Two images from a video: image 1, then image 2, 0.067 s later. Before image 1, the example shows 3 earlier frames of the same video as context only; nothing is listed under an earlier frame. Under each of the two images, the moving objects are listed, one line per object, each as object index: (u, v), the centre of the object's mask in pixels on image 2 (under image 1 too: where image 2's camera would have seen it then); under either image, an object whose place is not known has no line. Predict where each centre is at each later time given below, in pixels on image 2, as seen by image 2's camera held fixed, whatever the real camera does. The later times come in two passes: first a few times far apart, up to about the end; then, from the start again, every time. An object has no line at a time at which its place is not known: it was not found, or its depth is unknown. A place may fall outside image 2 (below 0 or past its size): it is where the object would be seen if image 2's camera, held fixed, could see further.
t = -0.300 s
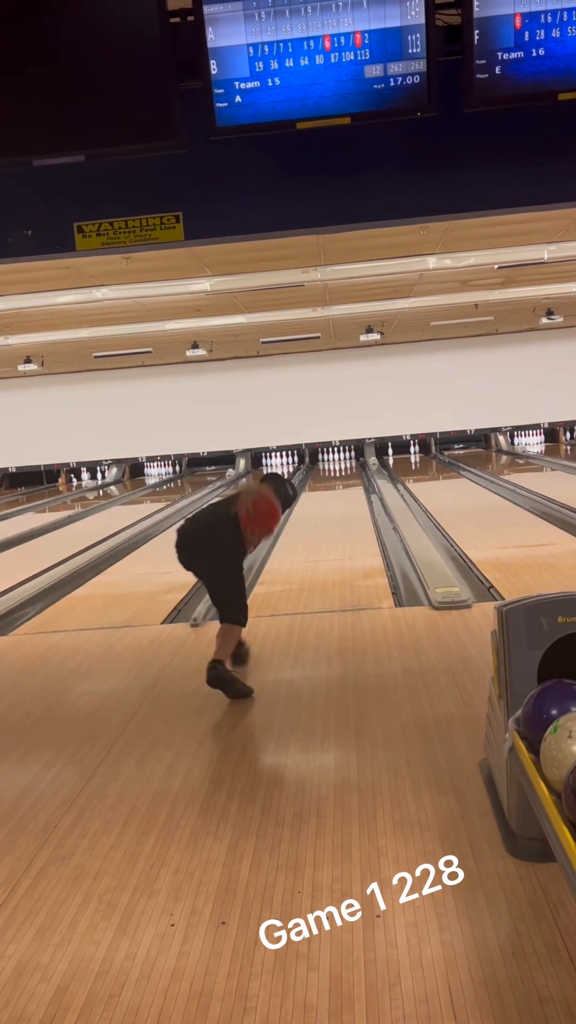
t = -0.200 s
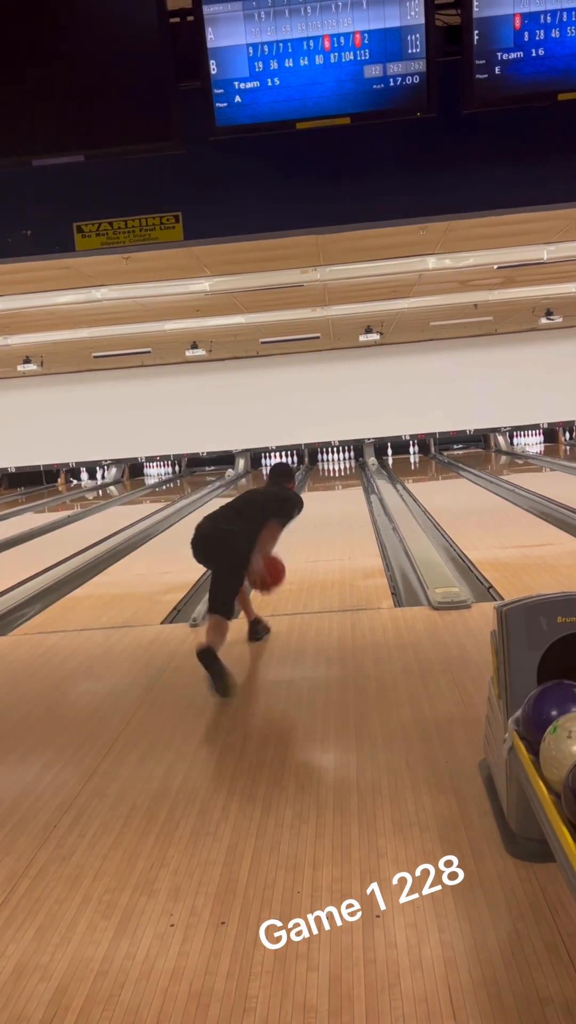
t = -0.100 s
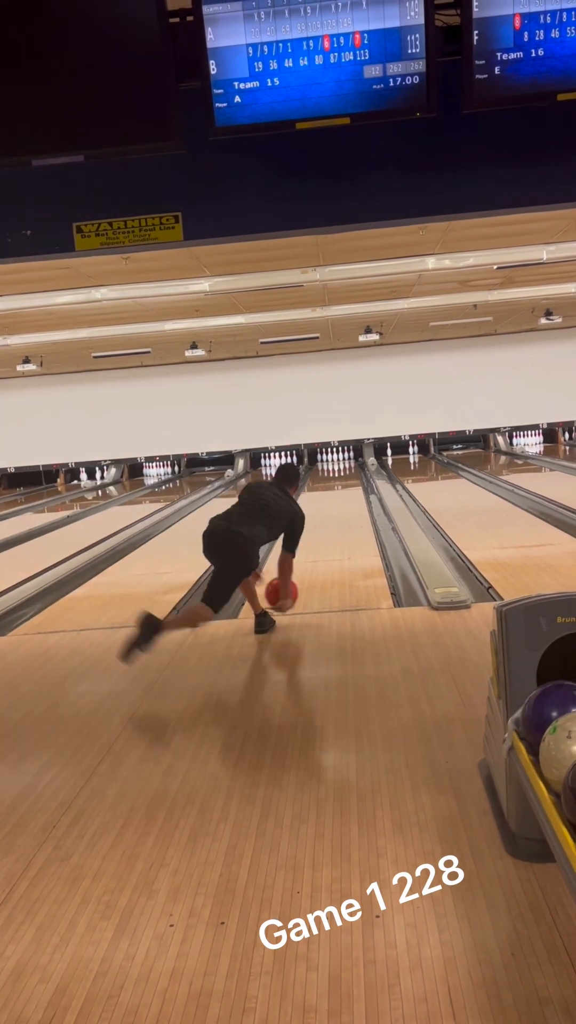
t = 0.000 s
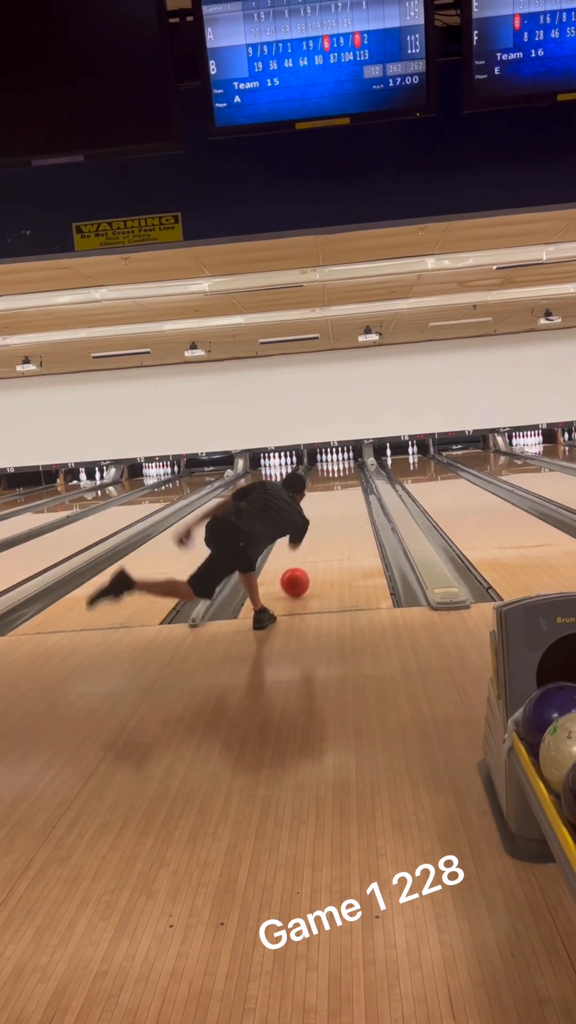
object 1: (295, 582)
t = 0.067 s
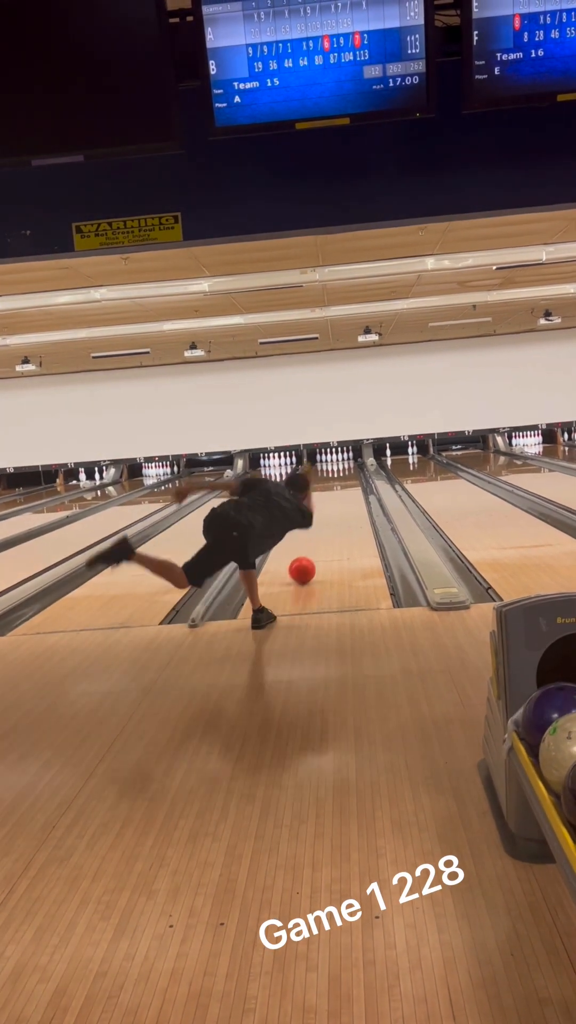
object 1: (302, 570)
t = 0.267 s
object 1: (318, 540)
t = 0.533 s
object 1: (331, 515)
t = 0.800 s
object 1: (340, 497)
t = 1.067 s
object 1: (345, 485)
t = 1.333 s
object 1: (348, 477)
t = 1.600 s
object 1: (349, 469)
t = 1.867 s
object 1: (347, 464)
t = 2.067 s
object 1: (341, 461)
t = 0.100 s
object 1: (305, 564)
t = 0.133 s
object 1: (308, 559)
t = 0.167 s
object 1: (311, 554)
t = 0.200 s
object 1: (313, 549)
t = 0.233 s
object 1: (316, 545)
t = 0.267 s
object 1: (318, 540)
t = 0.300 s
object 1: (320, 536)
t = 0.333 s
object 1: (322, 533)
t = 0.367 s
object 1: (324, 529)
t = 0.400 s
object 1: (326, 526)
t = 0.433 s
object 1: (327, 523)
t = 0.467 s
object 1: (329, 520)
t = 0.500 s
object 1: (332, 518)
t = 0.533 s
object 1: (331, 515)
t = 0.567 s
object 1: (333, 512)
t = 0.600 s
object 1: (334, 510)
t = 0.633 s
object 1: (335, 507)
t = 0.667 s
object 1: (336, 505)
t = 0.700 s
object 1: (337, 503)
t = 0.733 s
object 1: (338, 501)
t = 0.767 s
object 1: (339, 499)
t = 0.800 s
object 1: (340, 497)
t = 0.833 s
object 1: (341, 496)
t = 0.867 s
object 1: (341, 494)
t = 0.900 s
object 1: (342, 492)
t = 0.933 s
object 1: (343, 491)
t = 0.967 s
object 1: (343, 489)
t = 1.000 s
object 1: (344, 488)
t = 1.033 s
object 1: (345, 487)
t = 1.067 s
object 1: (345, 485)
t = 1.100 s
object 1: (346, 484)
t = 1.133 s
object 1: (346, 483)
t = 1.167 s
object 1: (347, 482)
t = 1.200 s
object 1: (347, 481)
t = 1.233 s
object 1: (347, 480)
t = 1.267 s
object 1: (348, 478)
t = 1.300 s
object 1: (348, 477)
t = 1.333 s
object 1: (348, 477)
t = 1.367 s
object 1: (349, 475)
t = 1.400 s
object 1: (349, 474)
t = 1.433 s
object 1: (349, 473)
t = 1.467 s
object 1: (349, 473)
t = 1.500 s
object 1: (349, 471)
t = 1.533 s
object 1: (349, 471)
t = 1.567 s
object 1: (349, 470)
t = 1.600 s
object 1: (349, 469)
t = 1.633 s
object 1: (349, 468)
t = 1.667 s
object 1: (349, 468)
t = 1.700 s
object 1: (349, 467)
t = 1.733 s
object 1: (349, 466)
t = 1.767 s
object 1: (348, 466)
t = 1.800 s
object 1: (348, 465)
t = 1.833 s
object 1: (347, 465)
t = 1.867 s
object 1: (347, 464)
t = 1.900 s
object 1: (346, 464)
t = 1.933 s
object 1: (345, 463)
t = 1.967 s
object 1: (345, 463)
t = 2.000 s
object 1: (344, 462)
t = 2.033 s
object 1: (343, 462)
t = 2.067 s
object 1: (341, 461)
